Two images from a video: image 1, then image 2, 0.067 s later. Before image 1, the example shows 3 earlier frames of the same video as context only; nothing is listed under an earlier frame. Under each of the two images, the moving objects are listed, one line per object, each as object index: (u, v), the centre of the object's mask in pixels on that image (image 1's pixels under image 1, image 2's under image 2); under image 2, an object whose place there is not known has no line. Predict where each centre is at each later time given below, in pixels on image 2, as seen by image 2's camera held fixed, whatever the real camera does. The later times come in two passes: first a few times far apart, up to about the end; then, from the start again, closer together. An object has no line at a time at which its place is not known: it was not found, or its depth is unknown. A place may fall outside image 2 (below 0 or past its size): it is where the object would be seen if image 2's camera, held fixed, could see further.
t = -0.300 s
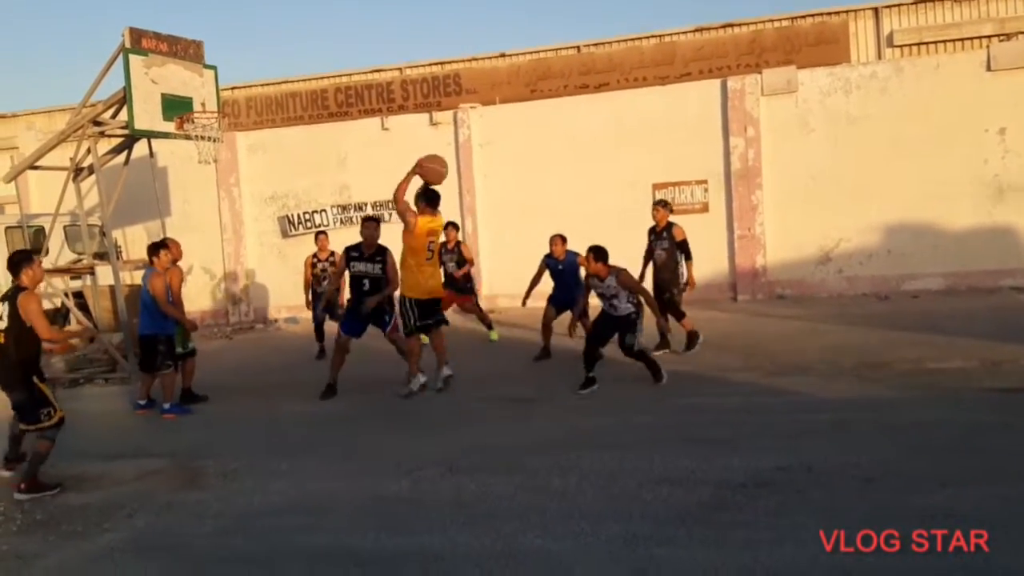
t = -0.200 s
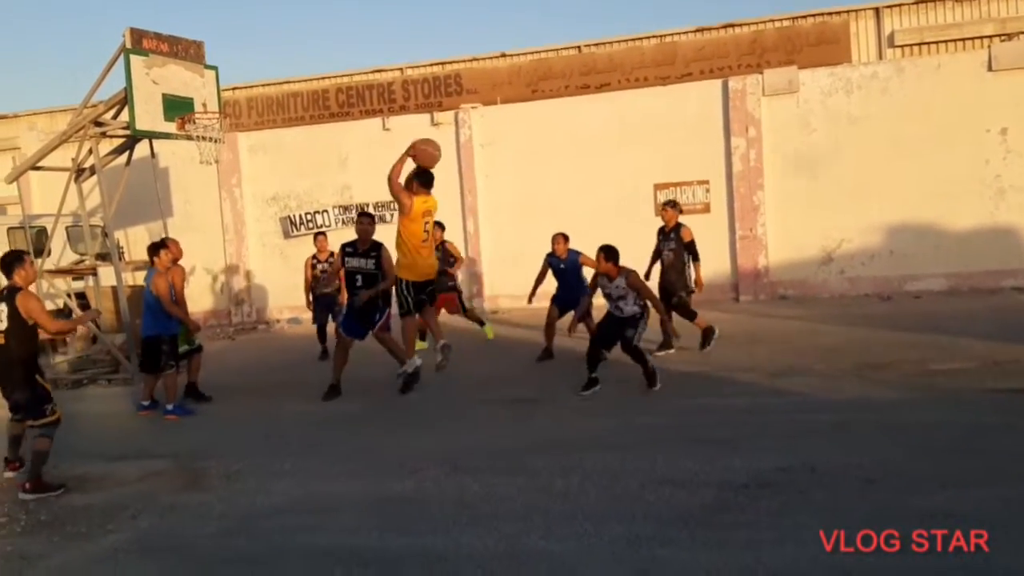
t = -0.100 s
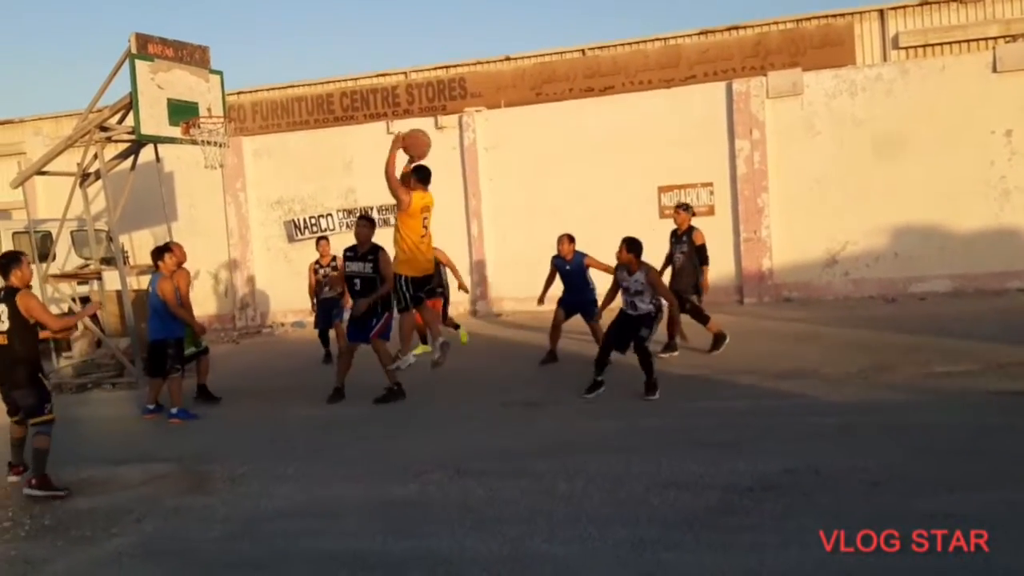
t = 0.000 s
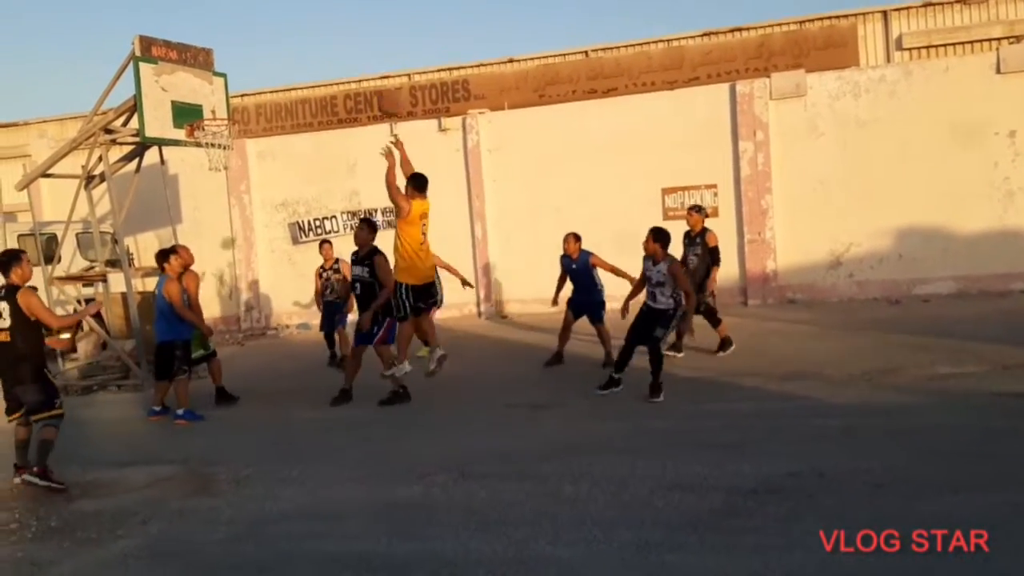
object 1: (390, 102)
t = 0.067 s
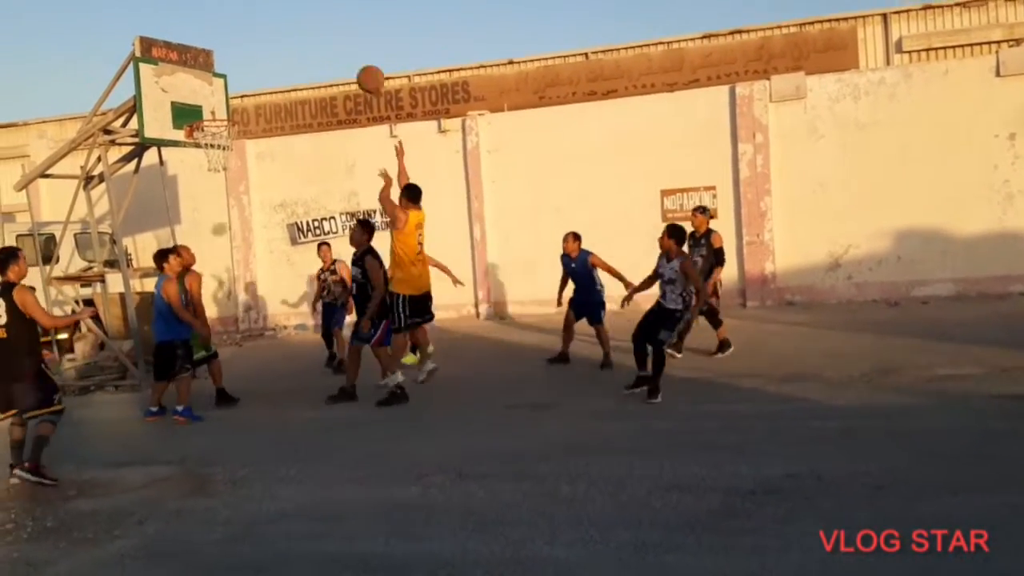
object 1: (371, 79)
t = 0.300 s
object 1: (307, 39)
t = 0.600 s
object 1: (245, 74)
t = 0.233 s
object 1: (323, 44)
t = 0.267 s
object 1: (315, 41)
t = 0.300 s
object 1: (307, 39)
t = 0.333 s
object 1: (299, 39)
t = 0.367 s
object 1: (291, 39)
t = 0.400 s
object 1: (284, 41)
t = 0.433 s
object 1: (277, 44)
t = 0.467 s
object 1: (270, 48)
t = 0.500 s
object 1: (264, 53)
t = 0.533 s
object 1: (257, 59)
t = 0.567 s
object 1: (251, 66)
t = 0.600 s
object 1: (245, 74)
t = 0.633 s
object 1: (239, 82)
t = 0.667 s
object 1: (233, 91)
